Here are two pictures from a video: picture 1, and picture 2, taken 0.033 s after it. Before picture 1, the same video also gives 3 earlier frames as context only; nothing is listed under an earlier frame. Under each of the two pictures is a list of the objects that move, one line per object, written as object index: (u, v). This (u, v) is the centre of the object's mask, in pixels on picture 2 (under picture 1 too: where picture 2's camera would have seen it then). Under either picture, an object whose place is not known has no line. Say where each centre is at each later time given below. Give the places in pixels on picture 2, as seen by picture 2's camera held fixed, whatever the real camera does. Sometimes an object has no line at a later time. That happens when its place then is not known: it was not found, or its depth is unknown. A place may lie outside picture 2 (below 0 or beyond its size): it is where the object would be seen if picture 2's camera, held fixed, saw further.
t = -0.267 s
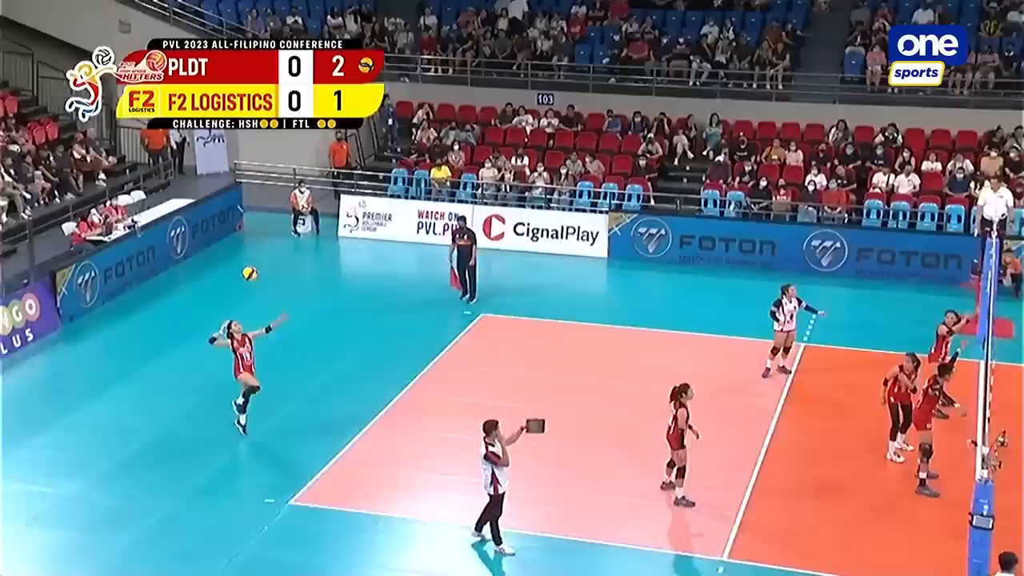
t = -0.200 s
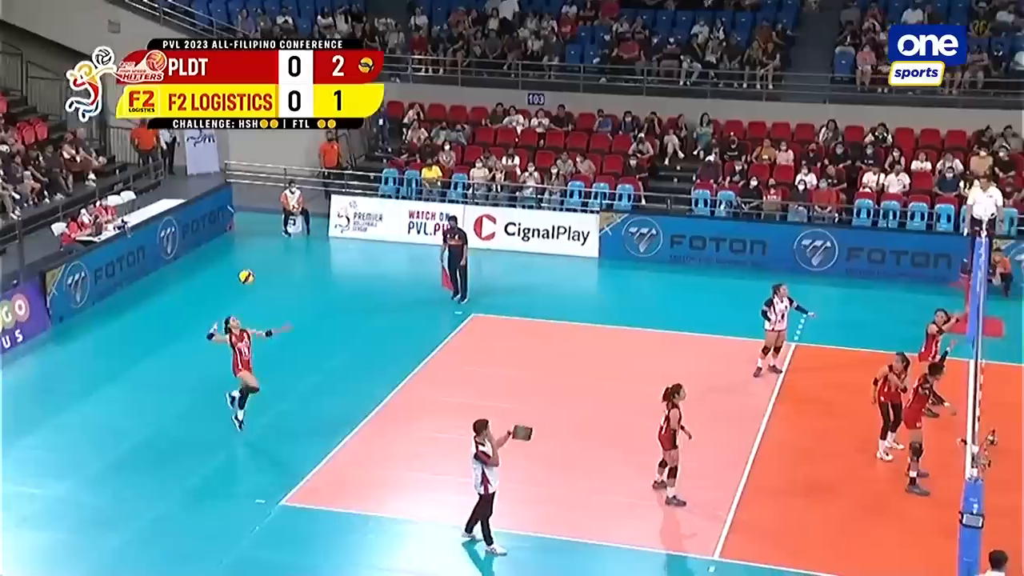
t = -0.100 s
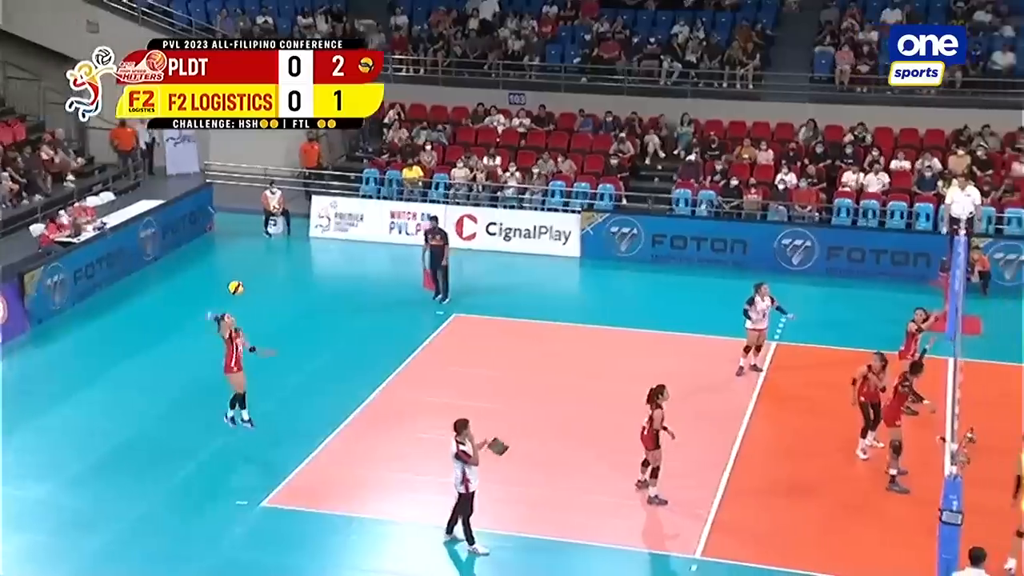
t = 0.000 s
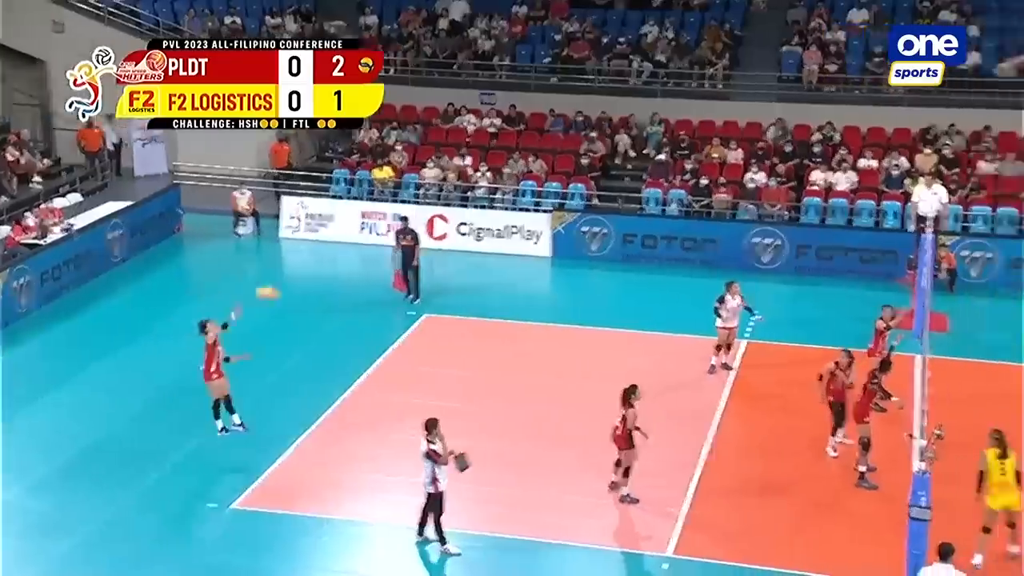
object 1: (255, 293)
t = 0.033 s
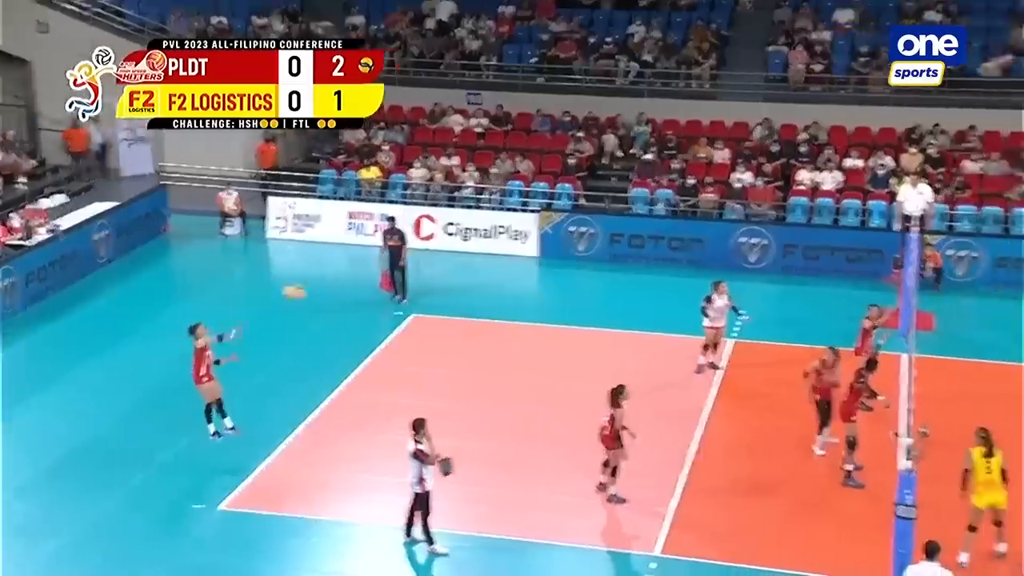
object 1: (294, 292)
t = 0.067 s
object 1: (331, 290)
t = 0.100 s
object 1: (369, 289)
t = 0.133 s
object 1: (409, 289)
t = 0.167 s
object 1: (447, 289)
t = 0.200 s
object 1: (485, 290)
